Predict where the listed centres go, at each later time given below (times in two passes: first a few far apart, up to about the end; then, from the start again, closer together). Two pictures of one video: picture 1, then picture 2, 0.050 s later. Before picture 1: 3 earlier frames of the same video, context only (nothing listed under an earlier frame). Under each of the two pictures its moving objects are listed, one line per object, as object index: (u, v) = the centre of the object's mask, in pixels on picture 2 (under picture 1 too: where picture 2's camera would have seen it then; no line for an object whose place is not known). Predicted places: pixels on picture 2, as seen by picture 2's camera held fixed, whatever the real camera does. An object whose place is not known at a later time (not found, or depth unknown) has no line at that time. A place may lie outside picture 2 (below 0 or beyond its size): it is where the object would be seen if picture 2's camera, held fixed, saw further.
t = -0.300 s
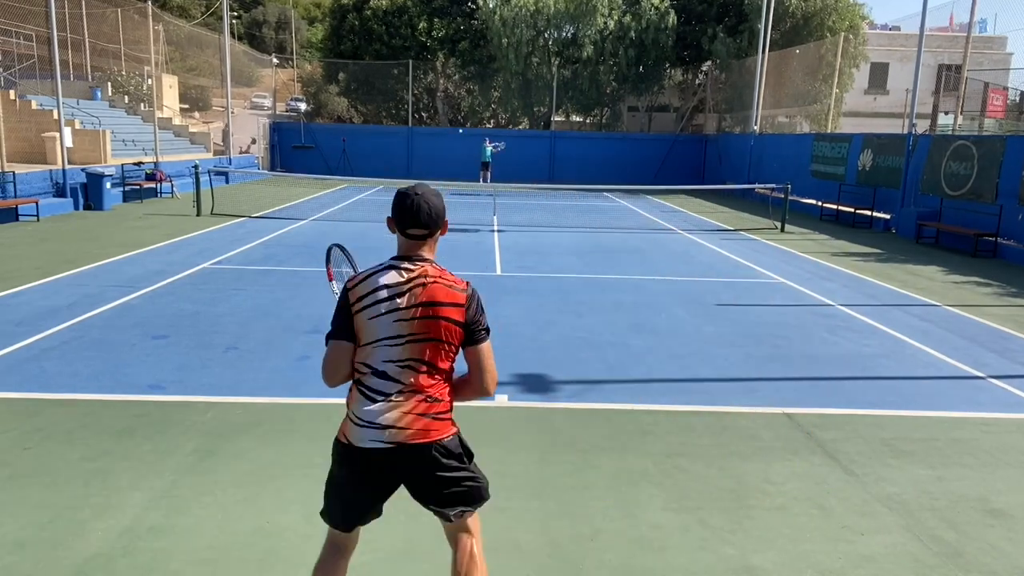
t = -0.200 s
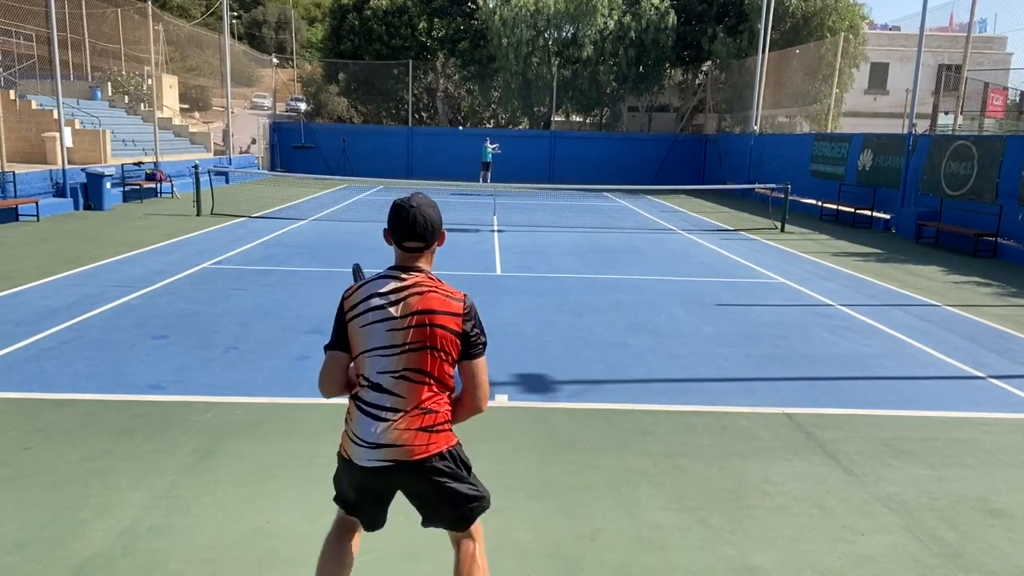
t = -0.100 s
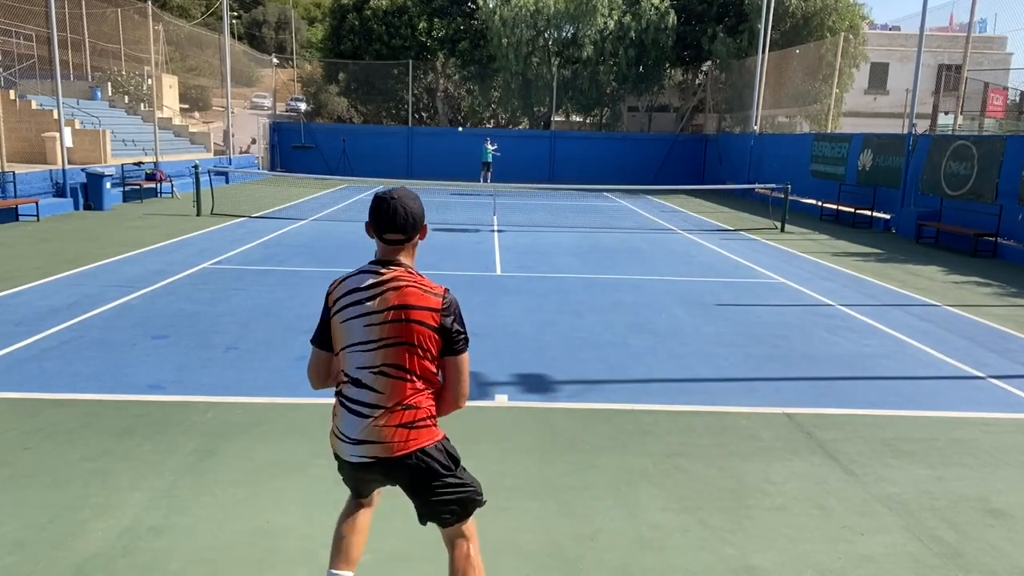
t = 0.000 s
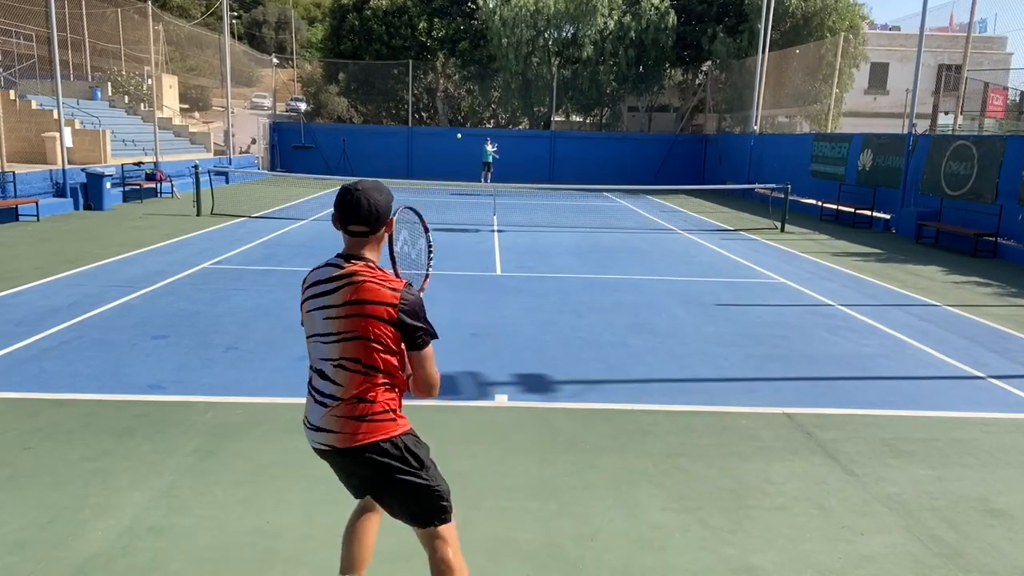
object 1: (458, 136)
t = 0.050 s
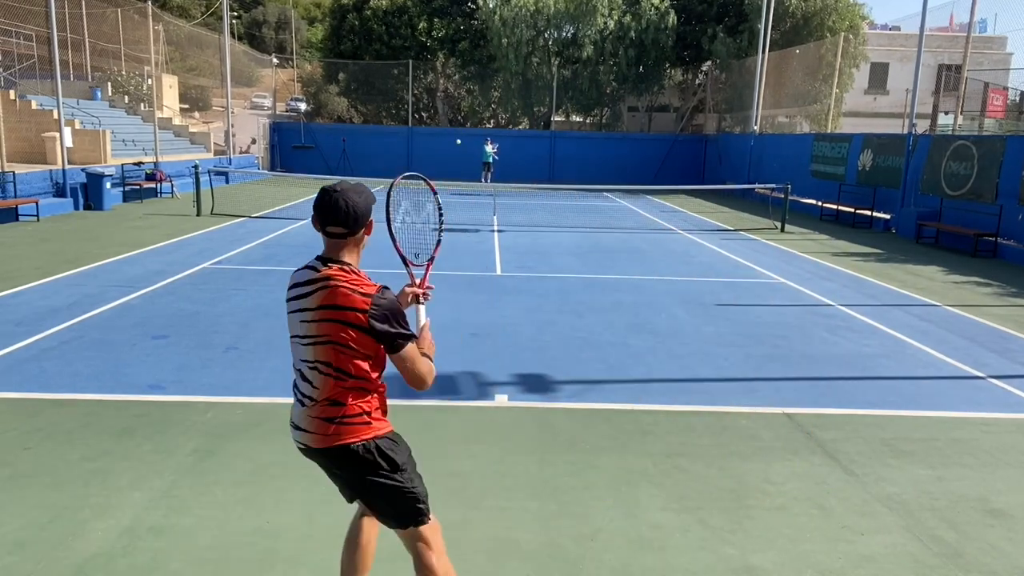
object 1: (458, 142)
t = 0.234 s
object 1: (454, 184)
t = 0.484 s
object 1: (441, 315)
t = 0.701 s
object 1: (433, 269)
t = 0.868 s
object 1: (419, 271)
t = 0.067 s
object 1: (458, 144)
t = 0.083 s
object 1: (457, 147)
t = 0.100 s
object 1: (457, 150)
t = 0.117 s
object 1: (457, 153)
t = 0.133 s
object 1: (456, 156)
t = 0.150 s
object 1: (456, 160)
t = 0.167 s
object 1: (455, 164)
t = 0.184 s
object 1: (455, 169)
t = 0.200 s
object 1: (455, 174)
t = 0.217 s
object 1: (454, 179)
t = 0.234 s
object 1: (454, 184)
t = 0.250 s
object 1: (453, 190)
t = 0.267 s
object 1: (453, 196)
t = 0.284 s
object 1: (452, 204)
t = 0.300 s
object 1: (451, 211)
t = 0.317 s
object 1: (451, 219)
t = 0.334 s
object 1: (450, 228)
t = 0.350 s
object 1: (449, 237)
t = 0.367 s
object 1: (448, 247)
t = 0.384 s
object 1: (447, 258)
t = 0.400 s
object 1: (446, 270)
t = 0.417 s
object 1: (445, 282)
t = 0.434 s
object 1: (444, 295)
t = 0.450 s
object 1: (442, 310)
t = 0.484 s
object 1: (441, 315)
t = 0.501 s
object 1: (440, 310)
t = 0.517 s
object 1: (440, 306)
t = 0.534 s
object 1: (439, 301)
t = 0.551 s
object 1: (439, 297)
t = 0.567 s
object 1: (438, 293)
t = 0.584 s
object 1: (438, 289)
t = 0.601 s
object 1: (437, 285)
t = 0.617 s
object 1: (437, 282)
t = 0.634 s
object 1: (436, 279)
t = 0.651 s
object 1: (435, 276)
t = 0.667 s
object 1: (435, 273)
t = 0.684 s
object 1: (433, 271)
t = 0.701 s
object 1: (433, 269)
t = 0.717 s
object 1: (432, 267)
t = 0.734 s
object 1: (430, 266)
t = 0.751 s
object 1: (430, 265)
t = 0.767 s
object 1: (428, 264)
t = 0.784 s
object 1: (427, 264)
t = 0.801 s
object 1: (426, 264)
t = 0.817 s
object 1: (424, 265)
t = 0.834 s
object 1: (423, 266)
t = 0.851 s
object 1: (421, 268)
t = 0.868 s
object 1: (419, 271)
